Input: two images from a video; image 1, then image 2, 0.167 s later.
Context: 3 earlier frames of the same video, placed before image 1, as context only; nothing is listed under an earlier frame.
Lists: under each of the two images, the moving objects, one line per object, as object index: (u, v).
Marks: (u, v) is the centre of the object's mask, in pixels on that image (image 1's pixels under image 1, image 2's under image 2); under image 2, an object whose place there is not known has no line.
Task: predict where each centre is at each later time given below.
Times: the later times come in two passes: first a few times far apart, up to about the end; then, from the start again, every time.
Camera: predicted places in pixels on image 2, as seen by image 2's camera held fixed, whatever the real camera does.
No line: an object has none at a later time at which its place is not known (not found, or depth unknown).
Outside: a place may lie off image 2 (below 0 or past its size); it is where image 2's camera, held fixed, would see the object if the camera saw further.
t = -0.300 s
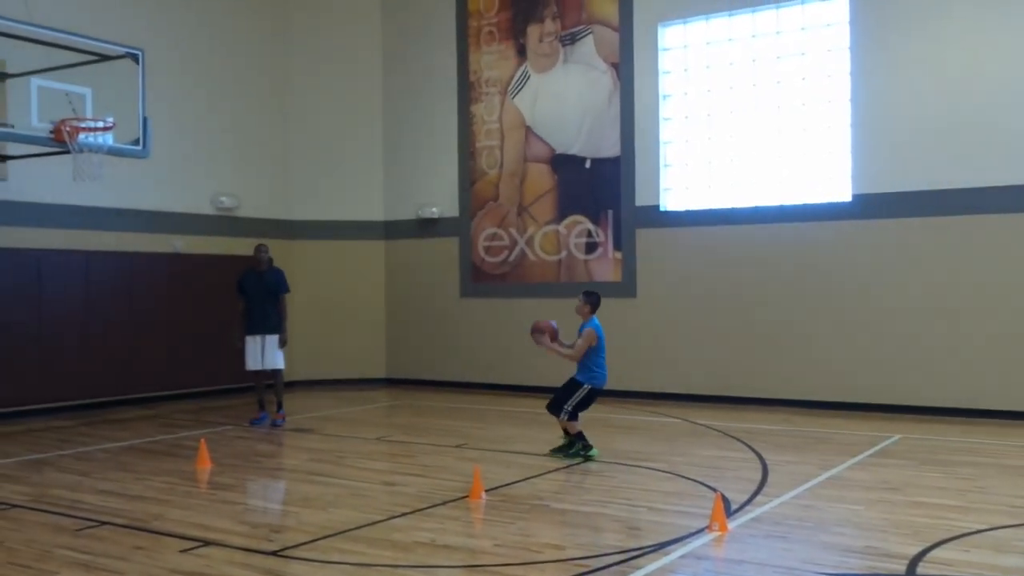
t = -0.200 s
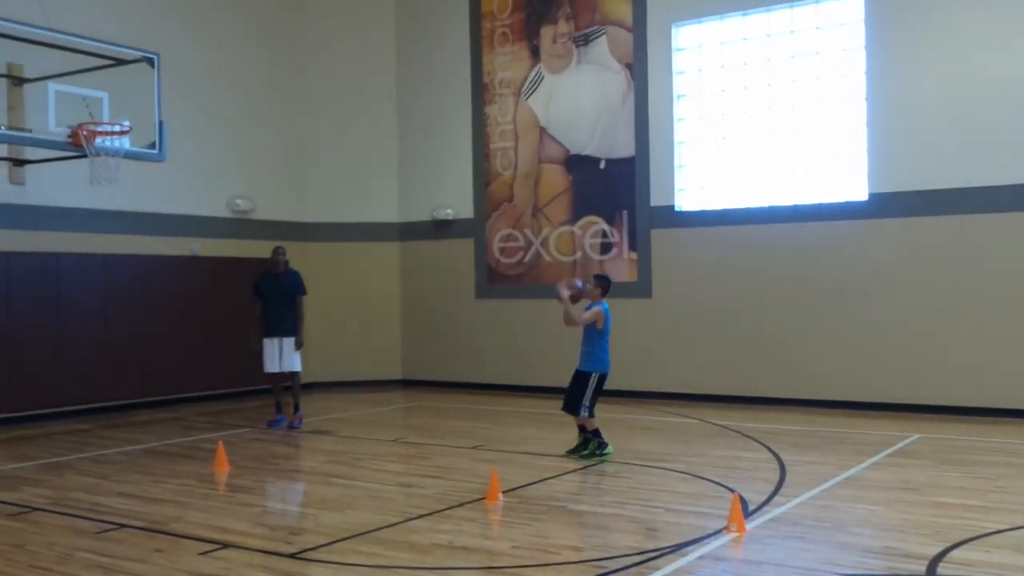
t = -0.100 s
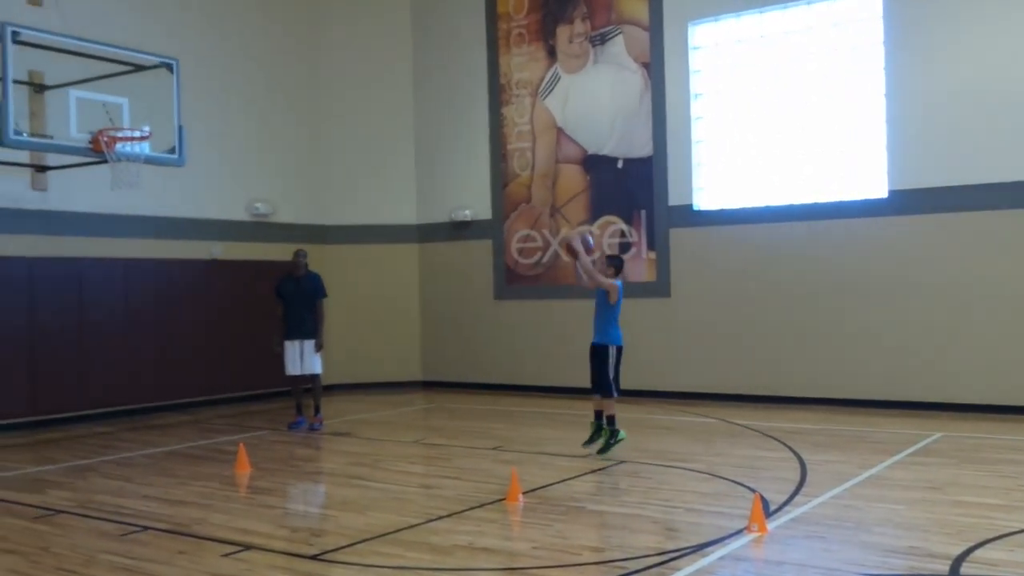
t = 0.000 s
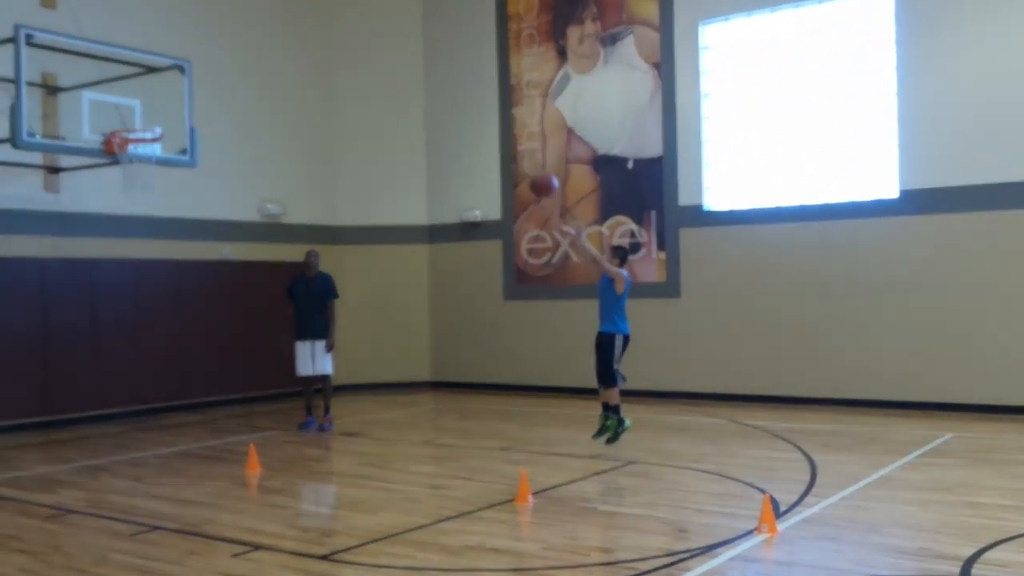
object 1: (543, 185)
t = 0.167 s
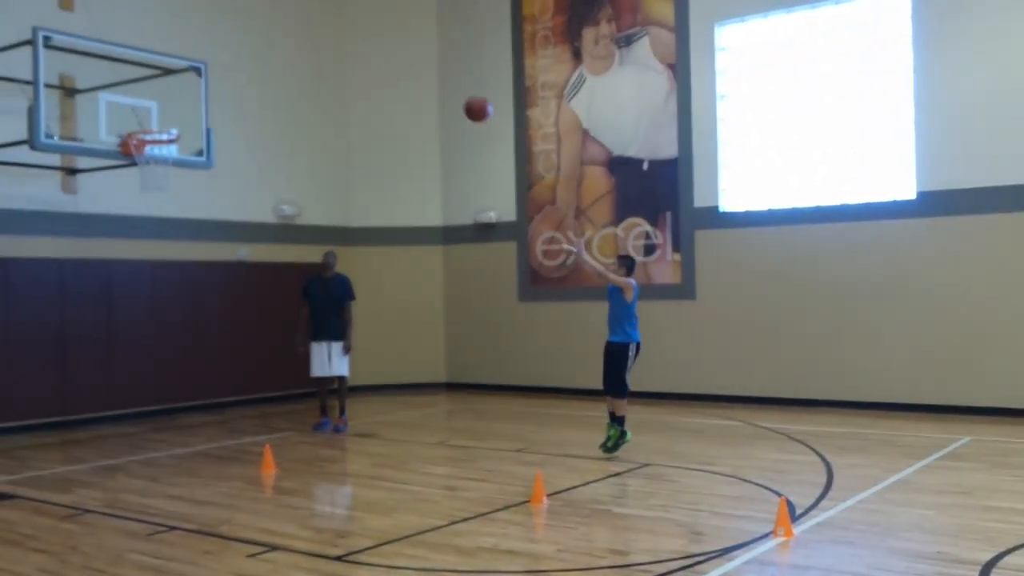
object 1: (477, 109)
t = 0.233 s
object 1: (446, 87)
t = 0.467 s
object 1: (344, 50)
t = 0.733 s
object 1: (237, 78)
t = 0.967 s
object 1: (166, 111)
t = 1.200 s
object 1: (156, 90)
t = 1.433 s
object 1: (178, 109)
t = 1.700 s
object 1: (206, 203)
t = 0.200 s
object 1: (462, 97)
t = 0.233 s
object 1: (446, 87)
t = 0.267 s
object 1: (432, 78)
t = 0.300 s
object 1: (416, 70)
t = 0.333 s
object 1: (401, 64)
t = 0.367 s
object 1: (386, 59)
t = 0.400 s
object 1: (372, 55)
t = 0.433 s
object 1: (358, 52)
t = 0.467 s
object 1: (344, 50)
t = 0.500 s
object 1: (330, 50)
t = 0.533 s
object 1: (316, 51)
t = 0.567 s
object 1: (303, 53)
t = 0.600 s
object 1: (289, 55)
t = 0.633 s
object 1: (276, 60)
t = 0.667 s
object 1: (262, 65)
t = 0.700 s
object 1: (250, 71)
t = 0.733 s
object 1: (237, 78)
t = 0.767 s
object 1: (224, 87)
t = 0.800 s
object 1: (211, 96)
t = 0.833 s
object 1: (198, 107)
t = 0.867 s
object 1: (186, 119)
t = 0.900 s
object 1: (177, 123)
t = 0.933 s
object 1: (171, 116)
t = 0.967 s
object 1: (166, 111)
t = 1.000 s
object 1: (161, 106)
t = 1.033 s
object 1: (156, 102)
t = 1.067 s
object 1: (151, 100)
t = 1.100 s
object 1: (147, 98)
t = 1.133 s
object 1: (150, 94)
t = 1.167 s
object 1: (153, 91)
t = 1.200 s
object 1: (156, 90)
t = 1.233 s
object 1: (159, 89)
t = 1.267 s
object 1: (162, 89)
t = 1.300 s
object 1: (165, 91)
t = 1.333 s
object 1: (169, 93)
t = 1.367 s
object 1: (172, 97)
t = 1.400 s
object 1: (175, 102)
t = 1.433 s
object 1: (178, 109)
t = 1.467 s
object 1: (182, 116)
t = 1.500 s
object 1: (185, 125)
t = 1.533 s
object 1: (189, 135)
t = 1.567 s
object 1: (192, 146)
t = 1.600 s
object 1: (195, 159)
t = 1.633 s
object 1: (199, 173)
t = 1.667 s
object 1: (202, 187)
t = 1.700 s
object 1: (206, 203)
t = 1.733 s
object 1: (209, 222)
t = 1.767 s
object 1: (214, 241)
